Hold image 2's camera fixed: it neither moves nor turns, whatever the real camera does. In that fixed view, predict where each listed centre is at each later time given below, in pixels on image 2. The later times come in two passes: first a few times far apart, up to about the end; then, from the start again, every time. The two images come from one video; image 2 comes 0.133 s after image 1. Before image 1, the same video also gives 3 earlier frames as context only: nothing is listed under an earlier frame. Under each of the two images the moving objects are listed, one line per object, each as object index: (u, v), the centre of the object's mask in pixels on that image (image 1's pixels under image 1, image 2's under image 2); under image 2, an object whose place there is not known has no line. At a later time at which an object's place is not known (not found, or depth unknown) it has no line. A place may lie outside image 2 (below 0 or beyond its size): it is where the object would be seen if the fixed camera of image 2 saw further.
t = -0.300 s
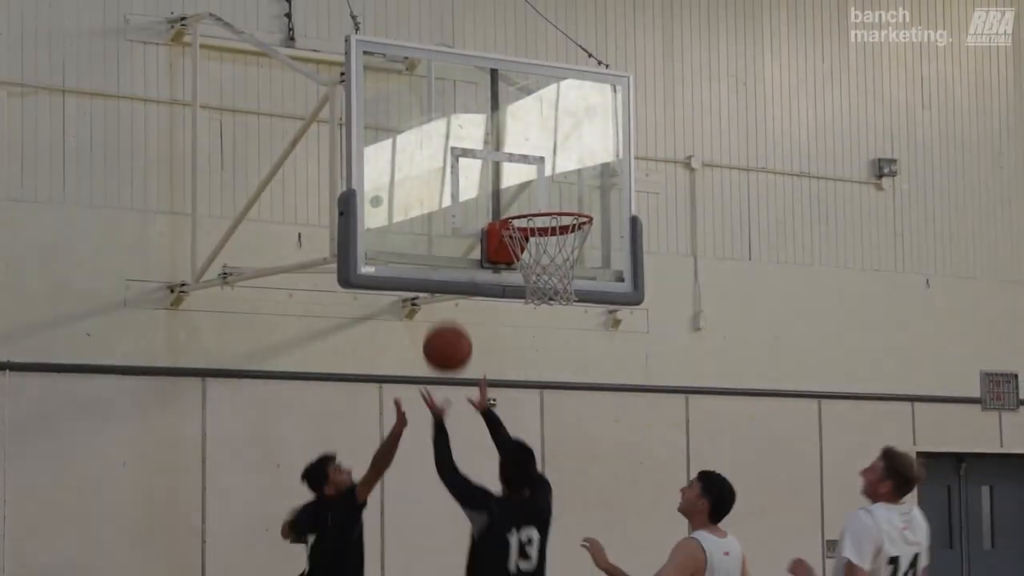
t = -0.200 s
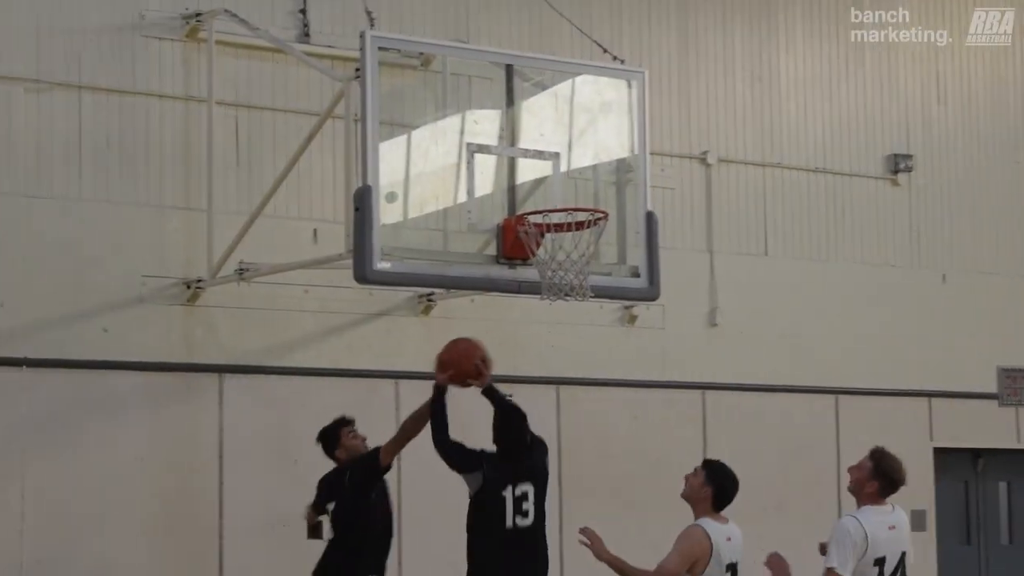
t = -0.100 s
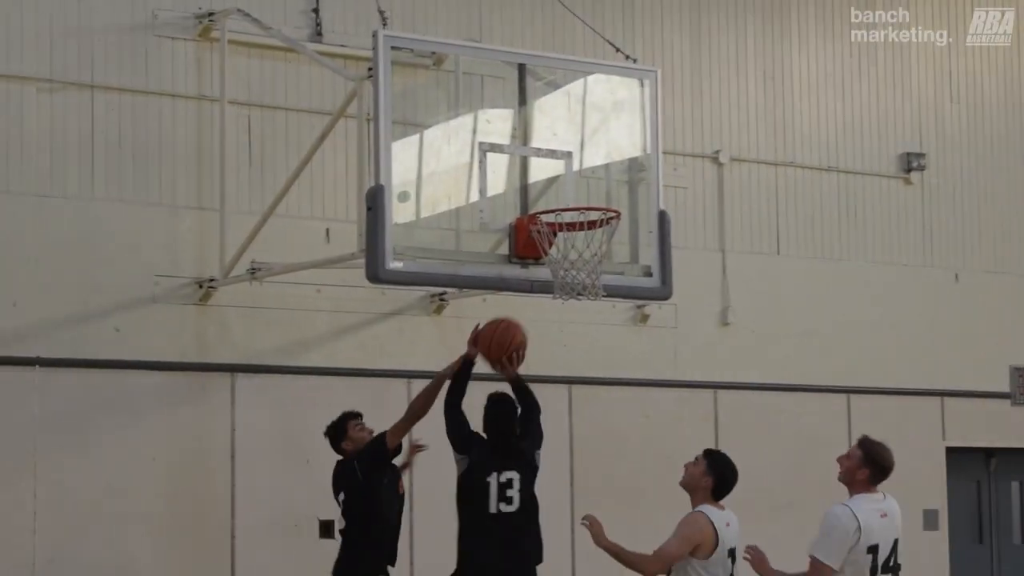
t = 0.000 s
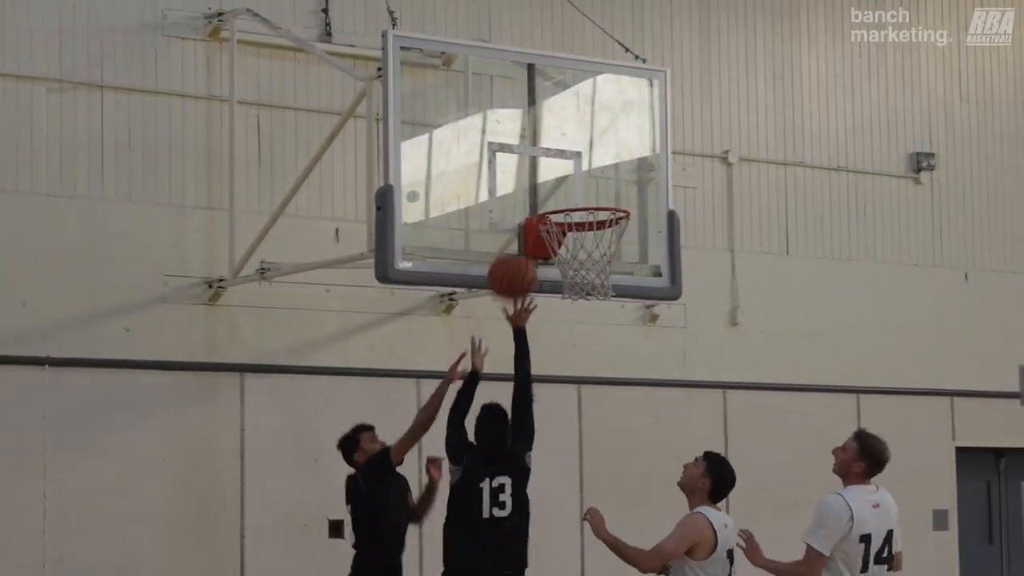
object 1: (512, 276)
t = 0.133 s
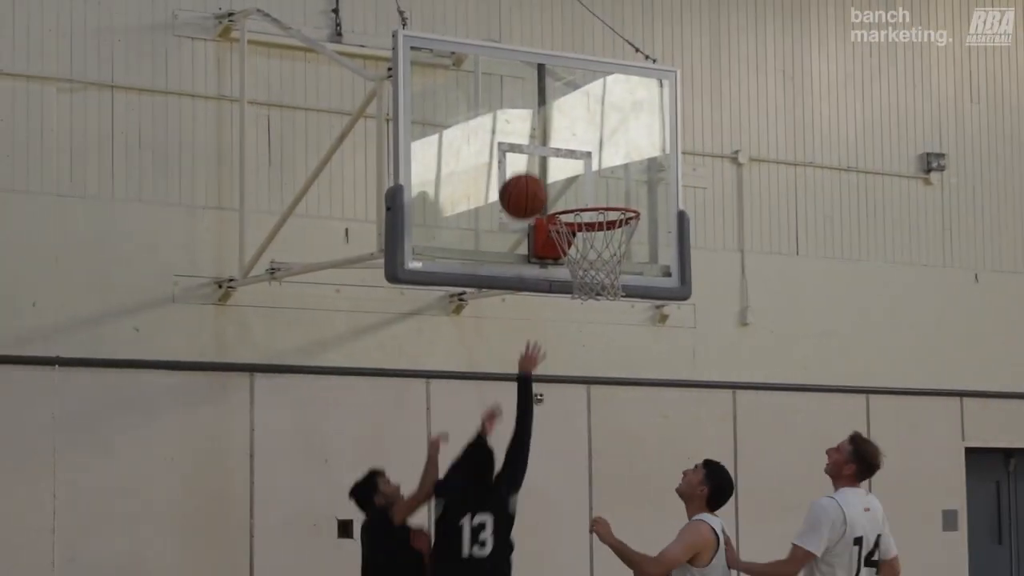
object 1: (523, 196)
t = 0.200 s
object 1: (524, 169)
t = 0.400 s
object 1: (543, 142)
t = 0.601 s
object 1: (602, 186)
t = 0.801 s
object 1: (563, 255)
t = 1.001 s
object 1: (563, 259)
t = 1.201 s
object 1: (605, 307)
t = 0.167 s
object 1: (523, 182)
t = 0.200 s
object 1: (524, 169)
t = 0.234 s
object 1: (525, 160)
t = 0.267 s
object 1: (525, 153)
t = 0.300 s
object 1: (525, 147)
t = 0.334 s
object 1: (526, 145)
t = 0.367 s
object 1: (533, 143)
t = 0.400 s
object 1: (543, 142)
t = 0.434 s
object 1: (552, 144)
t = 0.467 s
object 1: (562, 149)
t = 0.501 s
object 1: (572, 155)
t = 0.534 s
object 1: (583, 164)
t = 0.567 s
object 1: (592, 174)
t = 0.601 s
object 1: (602, 186)
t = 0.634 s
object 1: (611, 196)
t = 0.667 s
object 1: (607, 212)
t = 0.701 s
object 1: (596, 224)
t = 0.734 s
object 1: (584, 238)
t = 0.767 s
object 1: (572, 250)
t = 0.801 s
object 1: (563, 255)
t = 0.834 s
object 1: (560, 257)
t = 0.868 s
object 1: (558, 257)
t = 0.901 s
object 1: (557, 257)
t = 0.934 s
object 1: (558, 257)
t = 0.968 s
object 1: (560, 257)
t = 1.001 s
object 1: (563, 259)
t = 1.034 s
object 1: (568, 267)
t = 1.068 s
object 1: (573, 273)
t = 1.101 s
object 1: (580, 279)
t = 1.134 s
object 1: (588, 285)
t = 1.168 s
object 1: (595, 294)
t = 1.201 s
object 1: (605, 307)
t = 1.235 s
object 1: (613, 316)
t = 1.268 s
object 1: (621, 329)
